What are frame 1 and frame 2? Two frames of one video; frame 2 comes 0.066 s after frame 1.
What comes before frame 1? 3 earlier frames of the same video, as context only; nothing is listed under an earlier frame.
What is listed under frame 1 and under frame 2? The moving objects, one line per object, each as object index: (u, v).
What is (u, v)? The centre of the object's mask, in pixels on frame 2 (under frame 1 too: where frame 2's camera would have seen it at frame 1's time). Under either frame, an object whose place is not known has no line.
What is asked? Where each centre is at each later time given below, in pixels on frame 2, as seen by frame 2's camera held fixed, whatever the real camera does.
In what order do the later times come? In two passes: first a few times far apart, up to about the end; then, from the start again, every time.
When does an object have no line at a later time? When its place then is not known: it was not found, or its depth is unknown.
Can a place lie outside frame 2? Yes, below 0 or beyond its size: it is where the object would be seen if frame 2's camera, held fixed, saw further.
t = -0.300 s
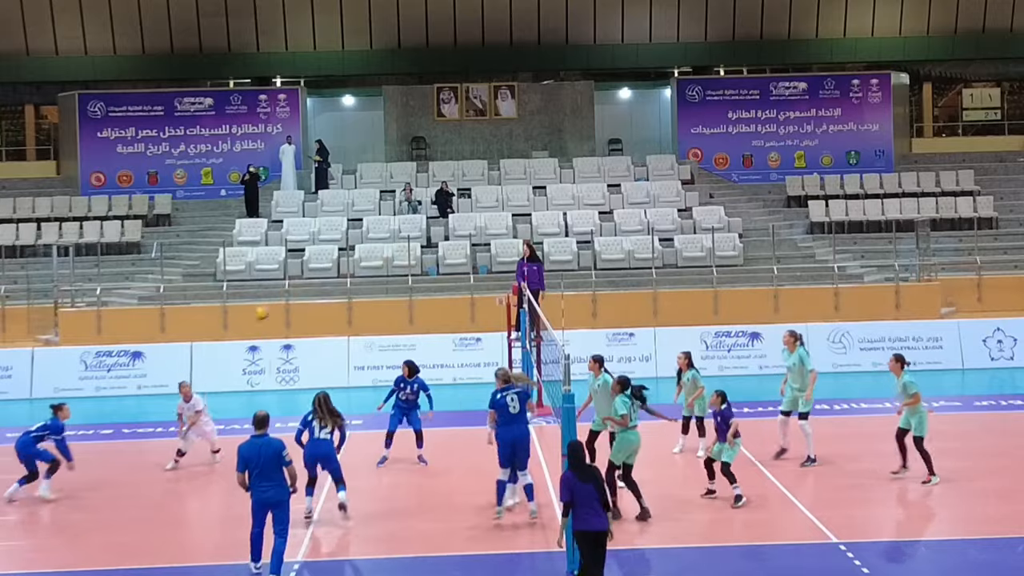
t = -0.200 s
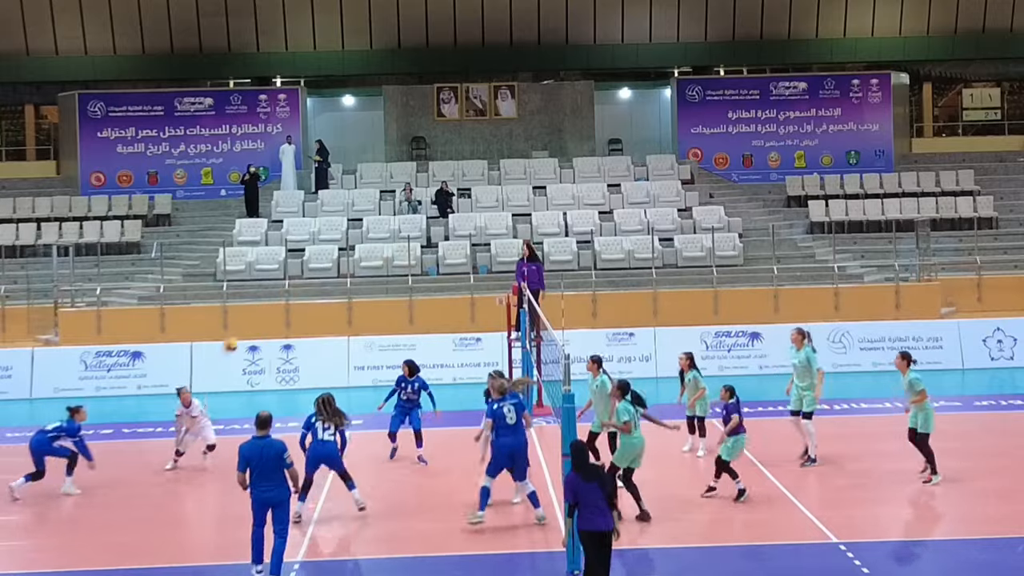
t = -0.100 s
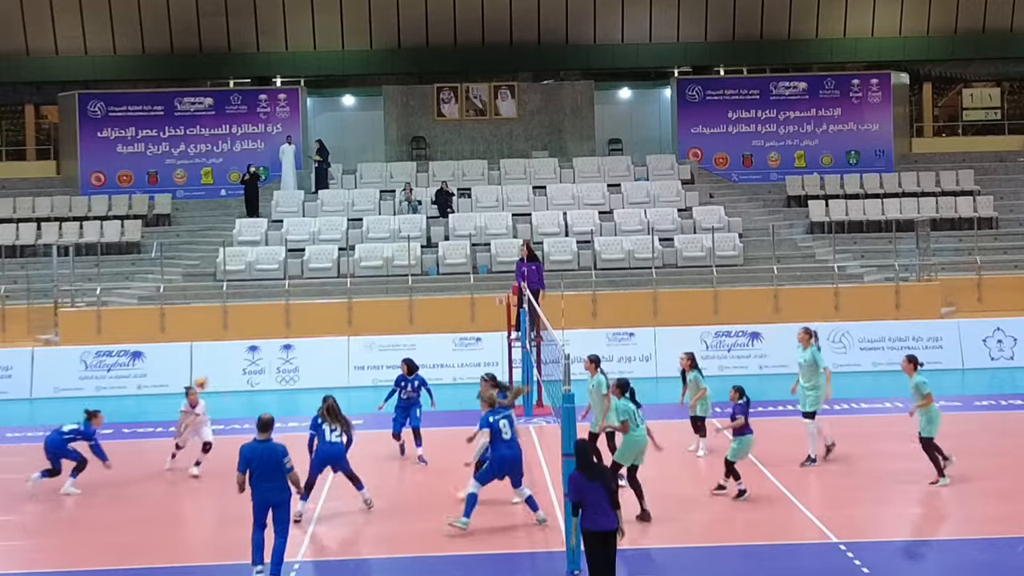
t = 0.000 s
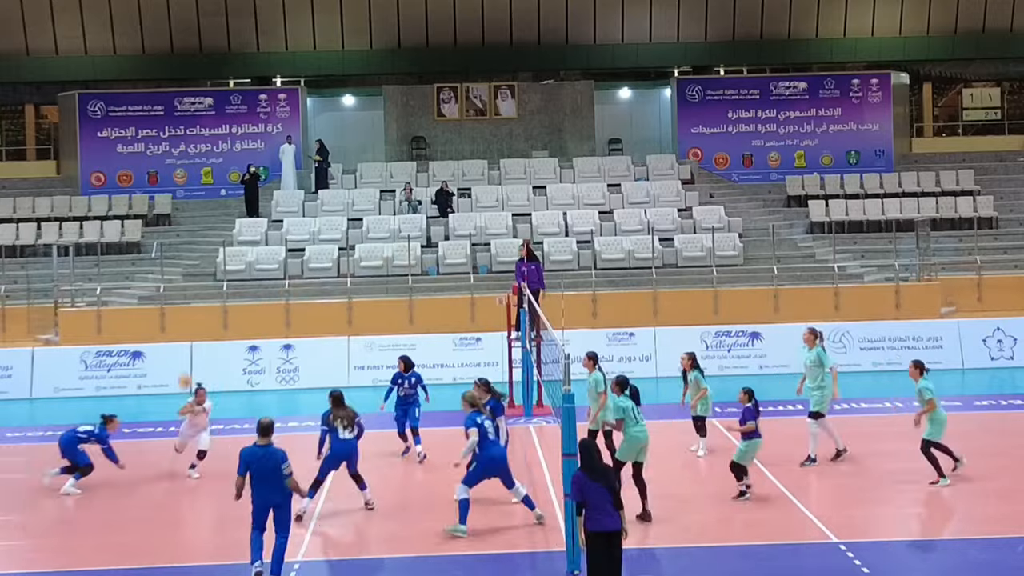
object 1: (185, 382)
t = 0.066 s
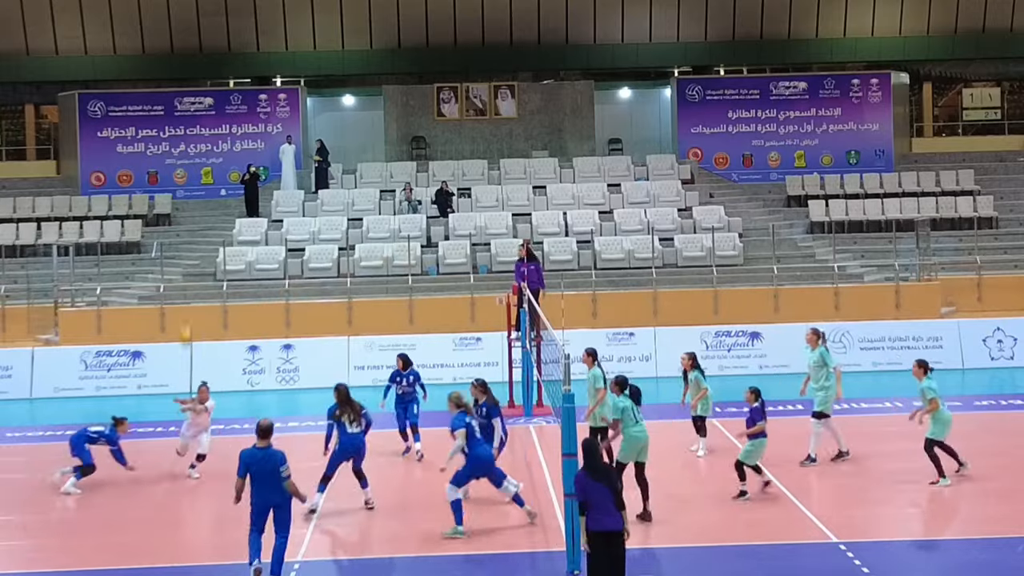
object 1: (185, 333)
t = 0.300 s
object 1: (192, 210)
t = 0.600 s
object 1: (200, 102)
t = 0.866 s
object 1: (209, 60)
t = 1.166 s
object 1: (222, 73)
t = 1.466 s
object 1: (237, 154)
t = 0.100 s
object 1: (185, 314)
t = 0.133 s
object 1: (189, 295)
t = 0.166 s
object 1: (189, 277)
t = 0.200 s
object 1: (191, 261)
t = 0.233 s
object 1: (191, 243)
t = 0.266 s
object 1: (192, 224)
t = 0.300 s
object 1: (192, 210)
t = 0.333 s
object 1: (193, 195)
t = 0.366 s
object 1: (193, 181)
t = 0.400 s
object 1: (196, 167)
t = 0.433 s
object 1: (196, 154)
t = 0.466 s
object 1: (196, 143)
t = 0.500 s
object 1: (197, 131)
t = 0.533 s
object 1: (198, 120)
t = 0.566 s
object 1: (199, 111)
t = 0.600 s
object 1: (200, 102)
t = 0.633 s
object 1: (202, 93)
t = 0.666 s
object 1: (202, 87)
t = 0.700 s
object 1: (203, 80)
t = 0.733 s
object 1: (204, 75)
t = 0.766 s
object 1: (206, 69)
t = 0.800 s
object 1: (207, 66)
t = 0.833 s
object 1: (208, 62)
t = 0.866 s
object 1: (209, 60)
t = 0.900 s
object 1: (210, 58)
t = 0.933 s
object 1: (212, 57)
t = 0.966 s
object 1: (213, 57)
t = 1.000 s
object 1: (214, 57)
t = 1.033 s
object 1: (216, 59)
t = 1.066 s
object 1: (217, 61)
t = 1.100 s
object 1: (218, 65)
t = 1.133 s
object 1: (220, 68)
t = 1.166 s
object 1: (222, 73)
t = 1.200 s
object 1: (223, 78)
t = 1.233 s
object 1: (224, 83)
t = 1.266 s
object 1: (227, 93)
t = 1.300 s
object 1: (228, 100)
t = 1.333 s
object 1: (229, 110)
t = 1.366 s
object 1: (231, 118)
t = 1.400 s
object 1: (233, 129)
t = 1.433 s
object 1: (235, 140)
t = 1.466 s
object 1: (237, 154)
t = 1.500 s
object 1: (239, 168)
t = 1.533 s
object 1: (241, 181)
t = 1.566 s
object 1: (244, 196)
